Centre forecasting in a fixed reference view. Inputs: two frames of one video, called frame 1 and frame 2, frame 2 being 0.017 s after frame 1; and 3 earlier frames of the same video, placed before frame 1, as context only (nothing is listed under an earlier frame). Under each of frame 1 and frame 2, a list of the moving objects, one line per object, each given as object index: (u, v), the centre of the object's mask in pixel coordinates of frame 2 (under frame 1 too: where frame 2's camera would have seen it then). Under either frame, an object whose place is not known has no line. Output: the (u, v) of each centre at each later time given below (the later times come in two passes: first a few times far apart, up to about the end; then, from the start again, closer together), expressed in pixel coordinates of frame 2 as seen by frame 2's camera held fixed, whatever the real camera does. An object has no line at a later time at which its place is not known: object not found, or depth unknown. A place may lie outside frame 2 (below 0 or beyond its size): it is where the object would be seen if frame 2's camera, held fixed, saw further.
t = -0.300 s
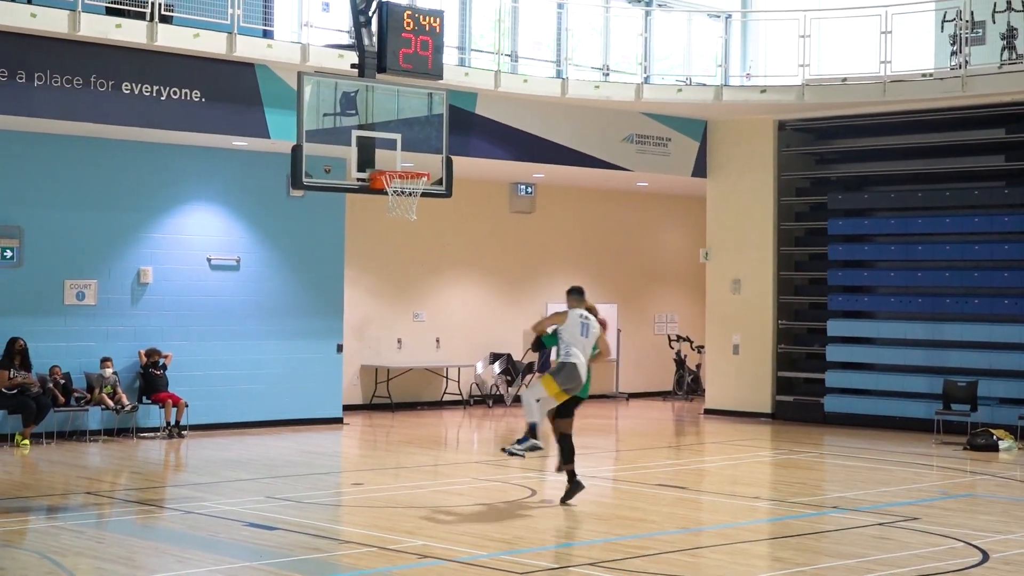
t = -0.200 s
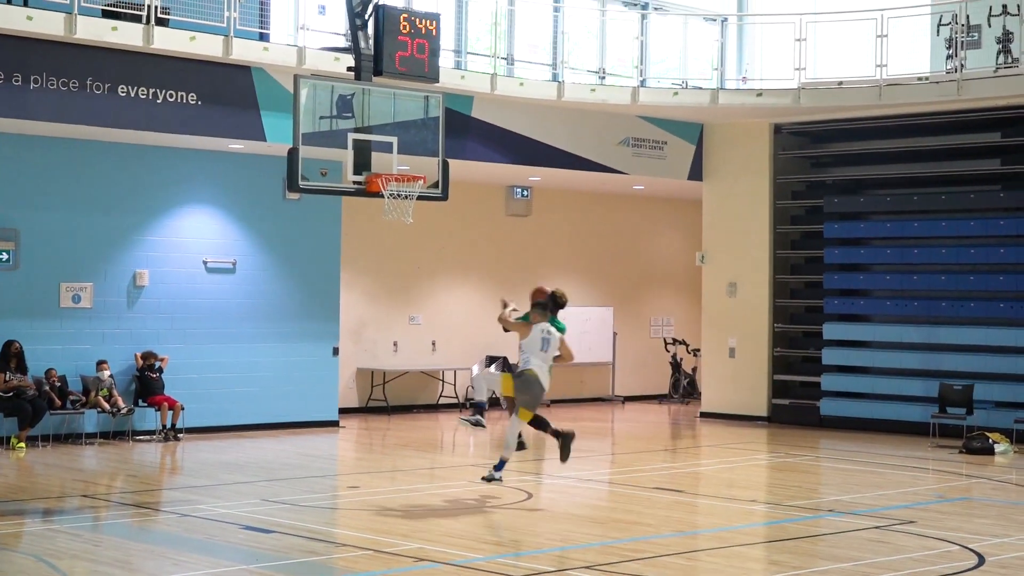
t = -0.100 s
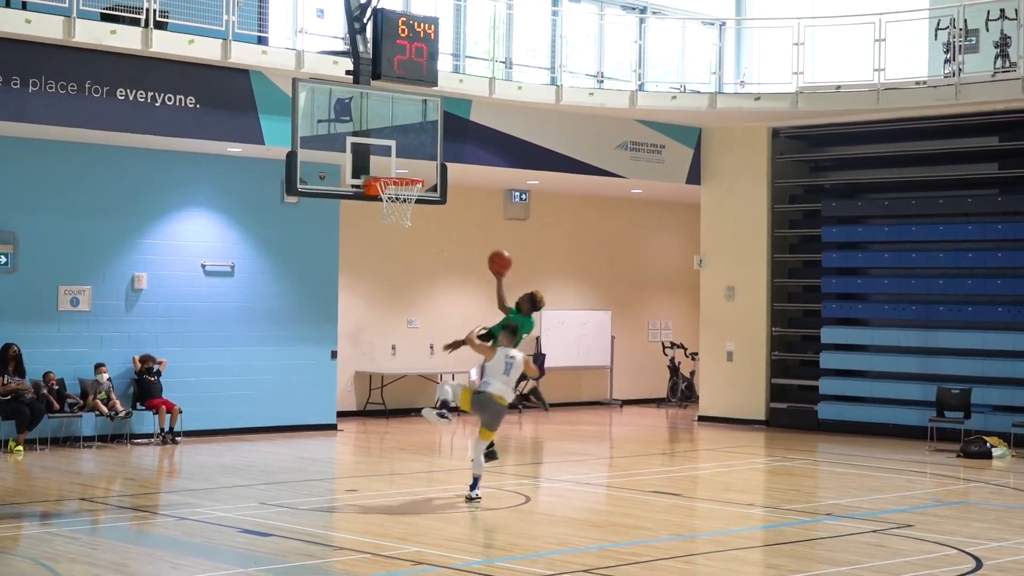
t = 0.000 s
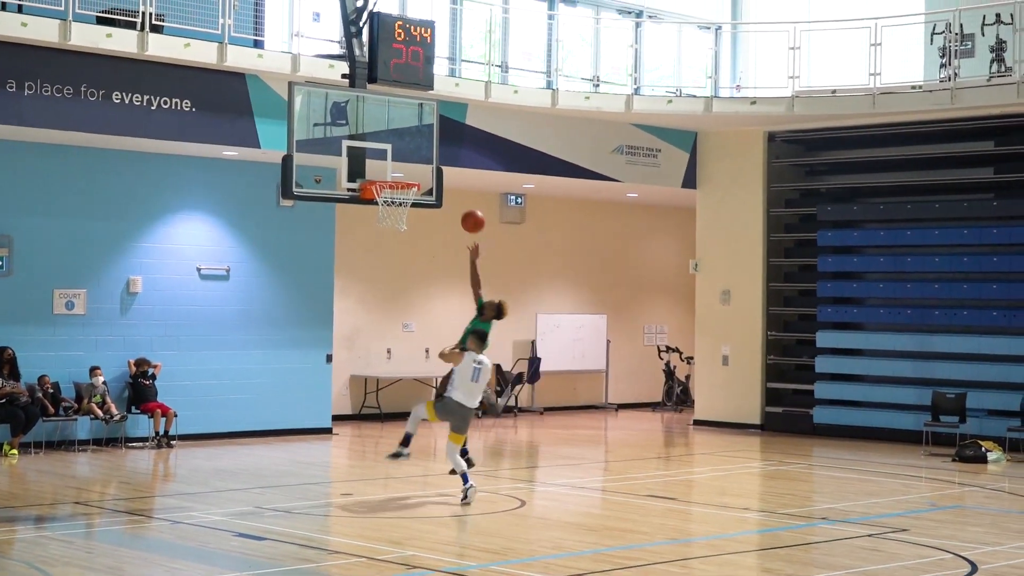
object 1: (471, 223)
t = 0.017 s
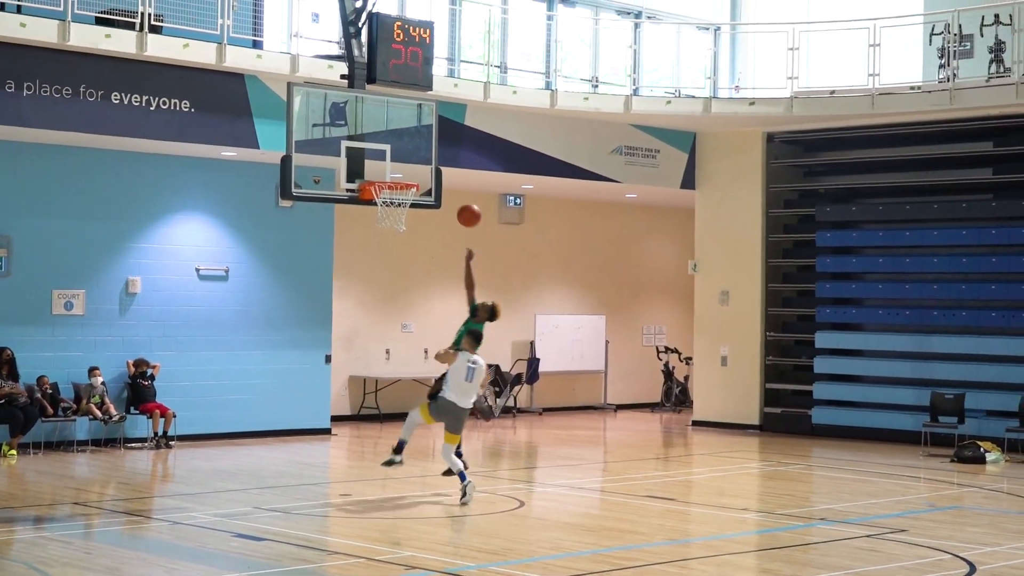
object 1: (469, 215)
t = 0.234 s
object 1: (434, 154)
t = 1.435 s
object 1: (396, 176)
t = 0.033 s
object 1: (466, 209)
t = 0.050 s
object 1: (463, 203)
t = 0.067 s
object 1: (460, 197)
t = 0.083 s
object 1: (458, 192)
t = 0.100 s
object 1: (455, 187)
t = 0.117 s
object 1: (452, 182)
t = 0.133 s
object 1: (450, 176)
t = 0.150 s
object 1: (447, 172)
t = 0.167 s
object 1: (444, 168)
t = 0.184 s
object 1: (442, 165)
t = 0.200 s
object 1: (439, 161)
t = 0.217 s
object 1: (436, 157)
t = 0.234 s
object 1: (434, 154)
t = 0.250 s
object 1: (431, 152)
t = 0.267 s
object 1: (428, 149)
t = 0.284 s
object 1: (425, 147)
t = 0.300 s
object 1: (422, 145)
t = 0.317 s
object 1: (419, 143)
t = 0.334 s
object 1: (416, 141)
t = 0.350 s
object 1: (413, 141)
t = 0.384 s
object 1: (409, 139)
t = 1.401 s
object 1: (396, 176)
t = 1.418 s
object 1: (396, 176)
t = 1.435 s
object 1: (396, 176)
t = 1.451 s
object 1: (396, 176)
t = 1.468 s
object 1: (396, 178)
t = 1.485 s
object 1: (395, 178)
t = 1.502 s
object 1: (396, 178)
